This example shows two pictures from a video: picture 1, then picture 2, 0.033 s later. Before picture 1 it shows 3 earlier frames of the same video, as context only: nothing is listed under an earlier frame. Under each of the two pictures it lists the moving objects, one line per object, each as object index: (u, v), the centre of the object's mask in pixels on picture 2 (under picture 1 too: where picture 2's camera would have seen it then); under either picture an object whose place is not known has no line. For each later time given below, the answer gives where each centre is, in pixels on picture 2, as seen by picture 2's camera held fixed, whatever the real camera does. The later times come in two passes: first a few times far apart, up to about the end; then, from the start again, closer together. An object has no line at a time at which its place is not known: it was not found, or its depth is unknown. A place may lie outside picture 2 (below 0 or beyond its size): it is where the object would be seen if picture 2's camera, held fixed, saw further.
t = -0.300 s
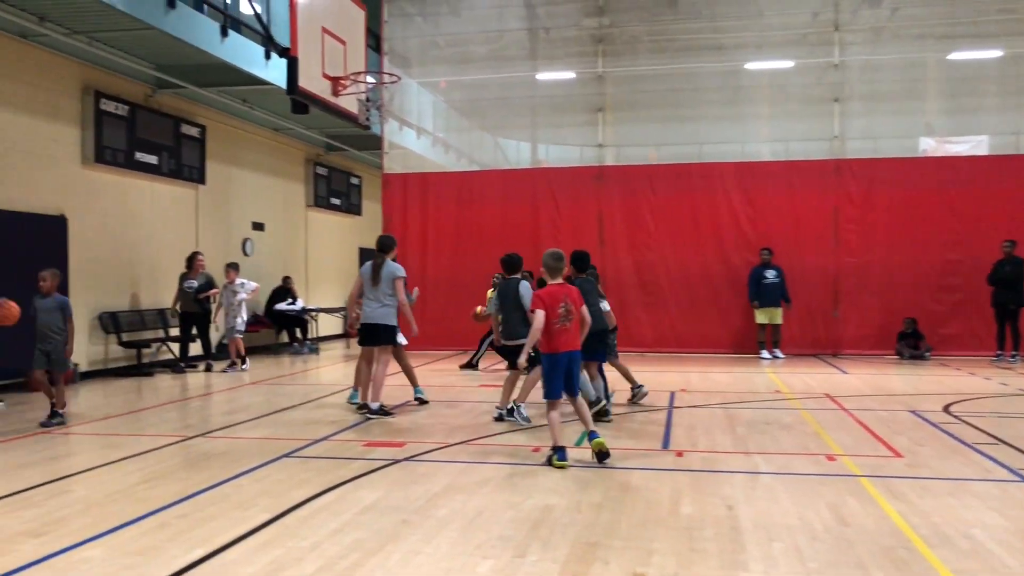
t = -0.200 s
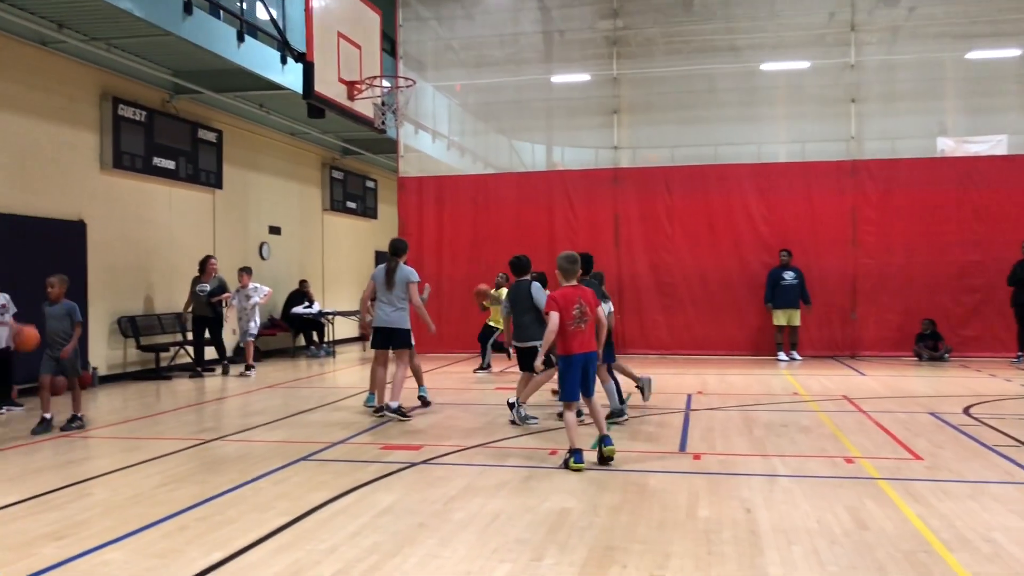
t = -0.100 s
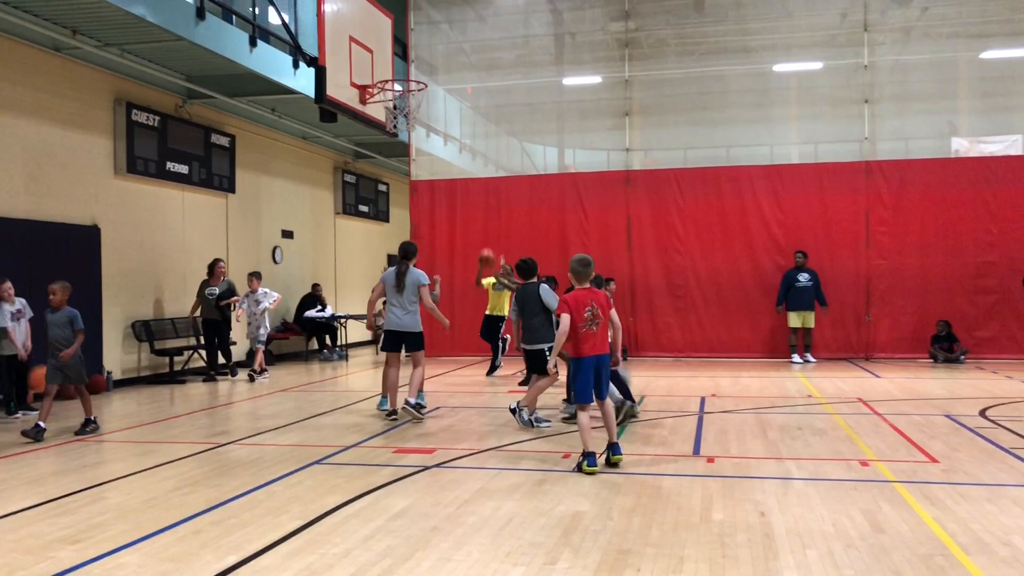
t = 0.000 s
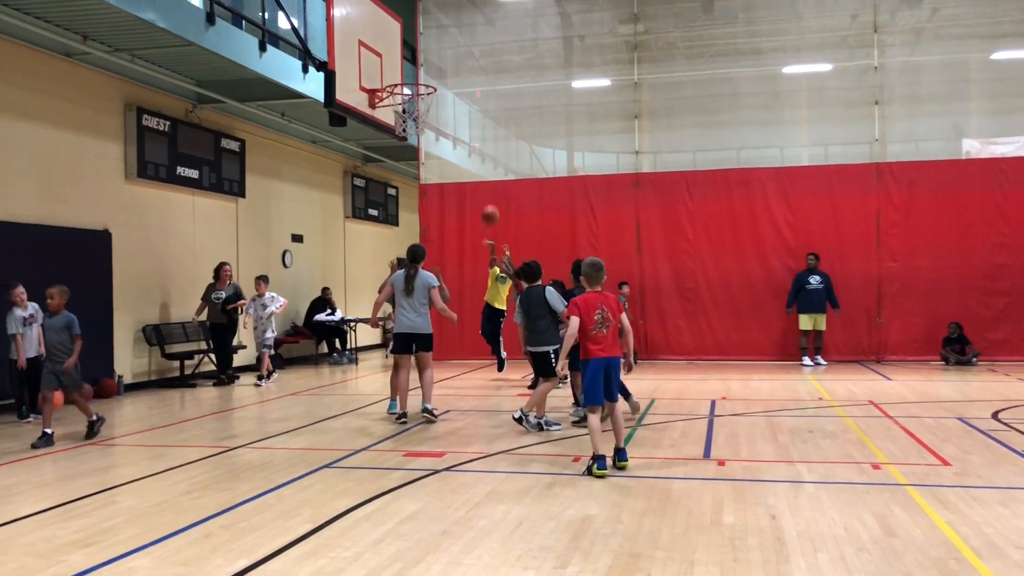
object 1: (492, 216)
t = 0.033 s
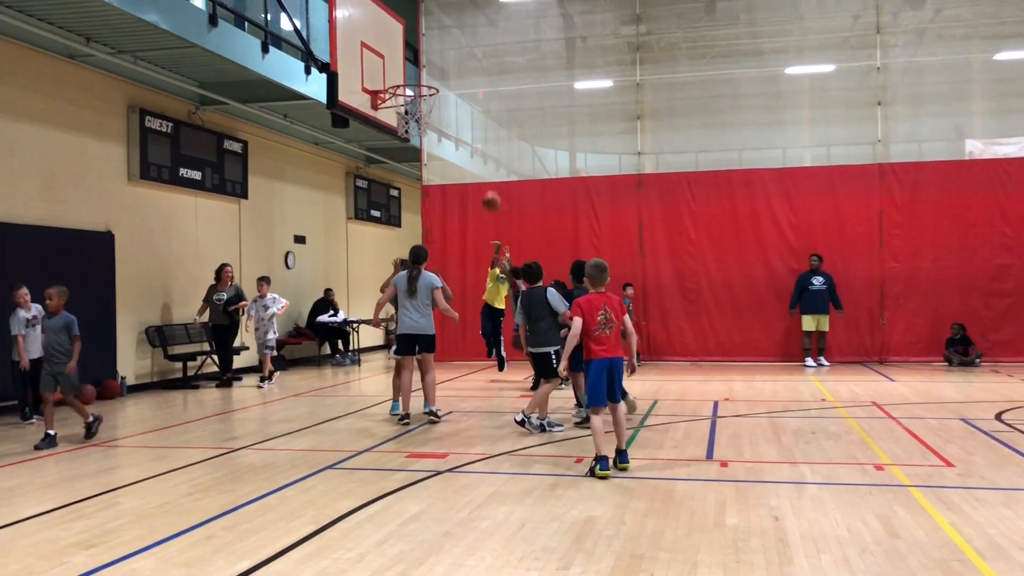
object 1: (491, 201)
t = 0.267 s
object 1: (481, 116)
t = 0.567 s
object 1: (466, 59)
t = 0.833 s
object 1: (450, 73)
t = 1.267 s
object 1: (518, 124)
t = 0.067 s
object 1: (490, 189)
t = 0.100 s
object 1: (488, 174)
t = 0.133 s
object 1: (487, 161)
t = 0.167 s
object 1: (485, 149)
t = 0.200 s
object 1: (484, 137)
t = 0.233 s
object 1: (482, 126)
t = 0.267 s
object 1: (481, 116)
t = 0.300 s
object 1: (479, 106)
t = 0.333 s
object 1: (478, 98)
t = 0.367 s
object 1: (476, 90)
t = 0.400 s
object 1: (474, 83)
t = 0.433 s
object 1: (473, 77)
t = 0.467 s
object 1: (471, 71)
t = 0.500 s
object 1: (469, 66)
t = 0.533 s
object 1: (468, 62)
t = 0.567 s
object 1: (466, 59)
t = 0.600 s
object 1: (464, 57)
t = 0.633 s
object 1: (462, 56)
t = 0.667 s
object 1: (460, 56)
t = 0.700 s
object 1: (458, 57)
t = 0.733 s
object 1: (456, 59)
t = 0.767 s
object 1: (454, 63)
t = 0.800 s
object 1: (452, 68)
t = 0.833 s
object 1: (450, 73)
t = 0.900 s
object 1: (449, 84)
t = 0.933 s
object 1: (455, 82)
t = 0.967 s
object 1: (461, 81)
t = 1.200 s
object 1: (505, 106)
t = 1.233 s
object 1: (512, 115)
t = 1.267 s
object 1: (518, 124)
